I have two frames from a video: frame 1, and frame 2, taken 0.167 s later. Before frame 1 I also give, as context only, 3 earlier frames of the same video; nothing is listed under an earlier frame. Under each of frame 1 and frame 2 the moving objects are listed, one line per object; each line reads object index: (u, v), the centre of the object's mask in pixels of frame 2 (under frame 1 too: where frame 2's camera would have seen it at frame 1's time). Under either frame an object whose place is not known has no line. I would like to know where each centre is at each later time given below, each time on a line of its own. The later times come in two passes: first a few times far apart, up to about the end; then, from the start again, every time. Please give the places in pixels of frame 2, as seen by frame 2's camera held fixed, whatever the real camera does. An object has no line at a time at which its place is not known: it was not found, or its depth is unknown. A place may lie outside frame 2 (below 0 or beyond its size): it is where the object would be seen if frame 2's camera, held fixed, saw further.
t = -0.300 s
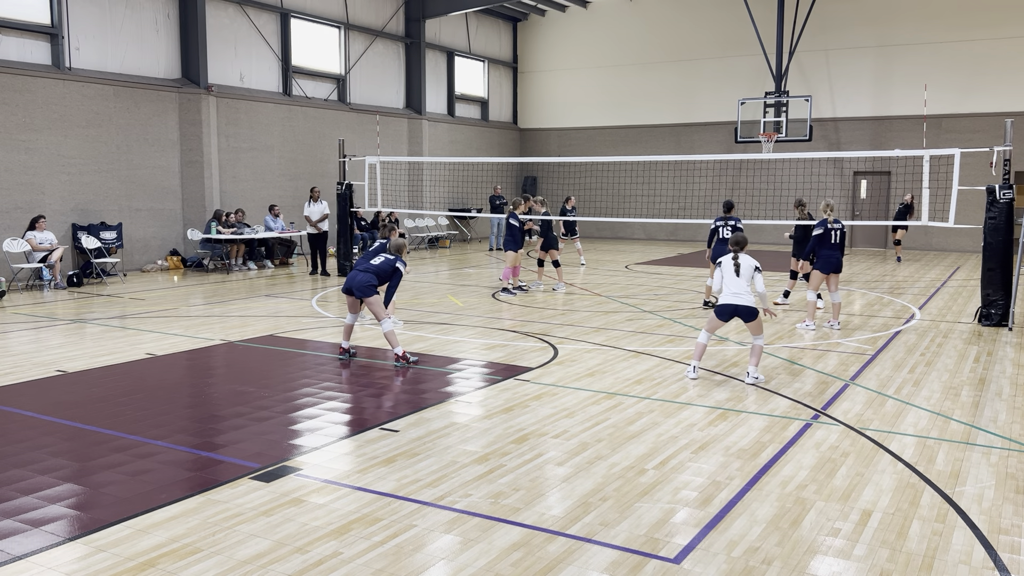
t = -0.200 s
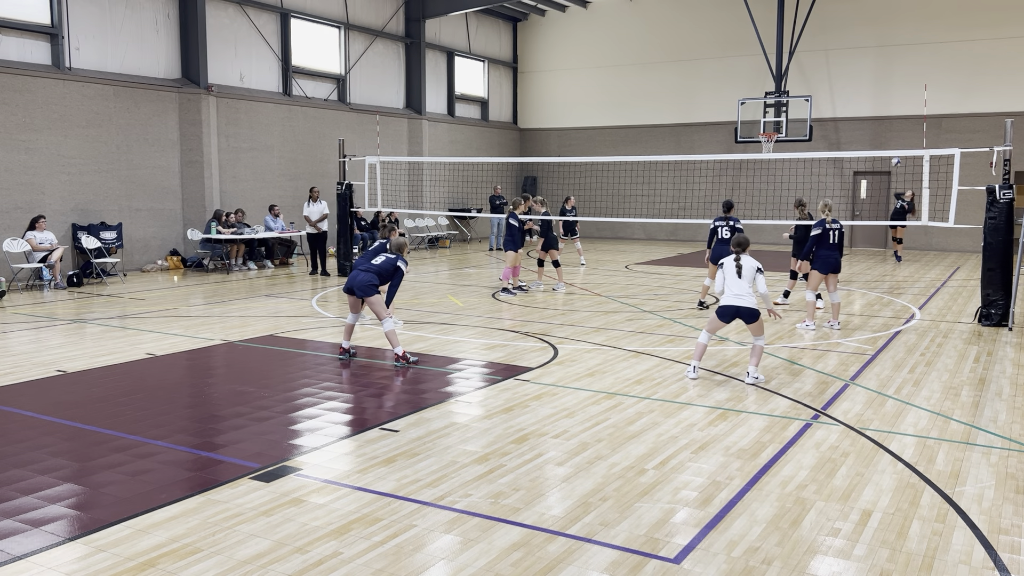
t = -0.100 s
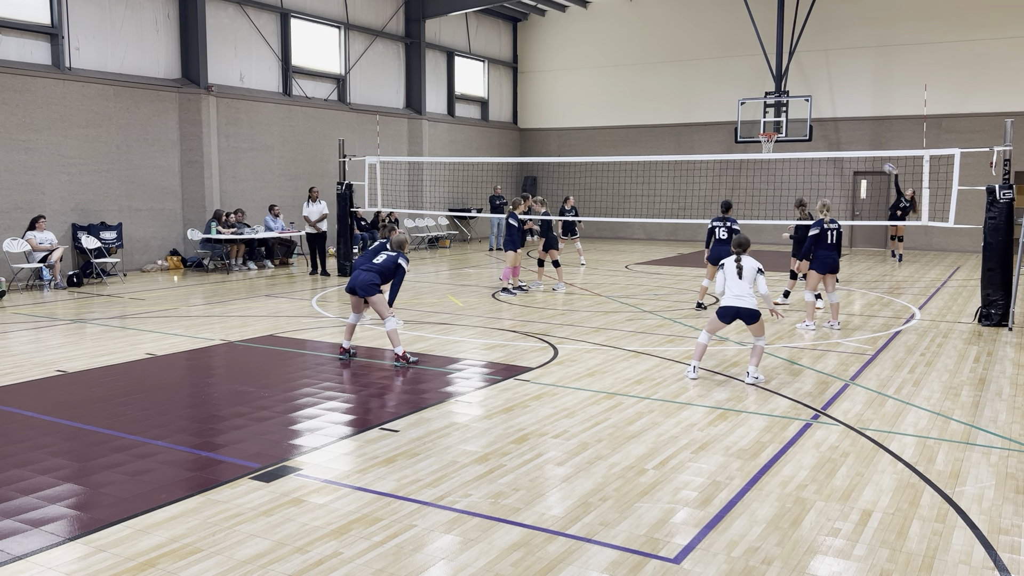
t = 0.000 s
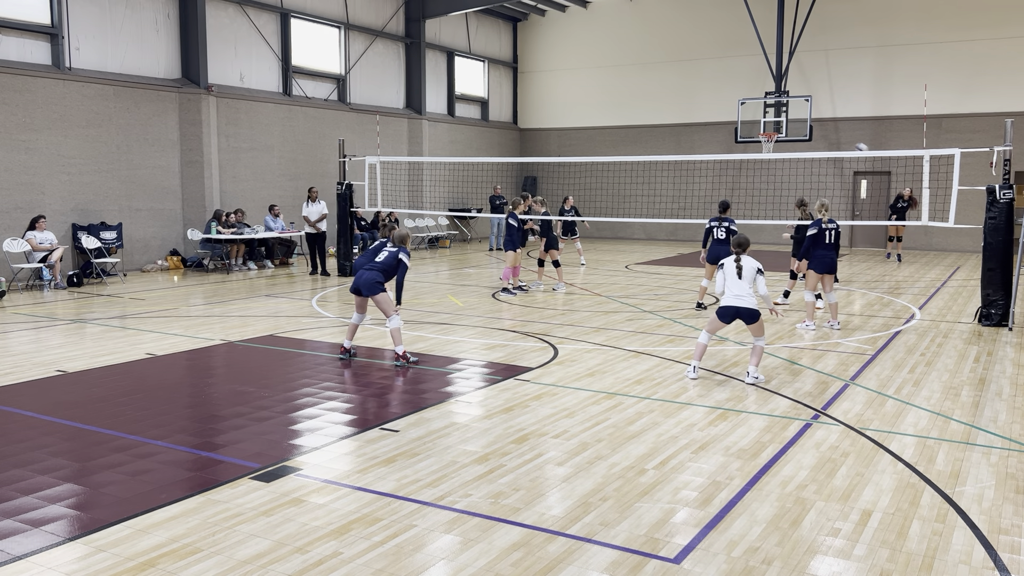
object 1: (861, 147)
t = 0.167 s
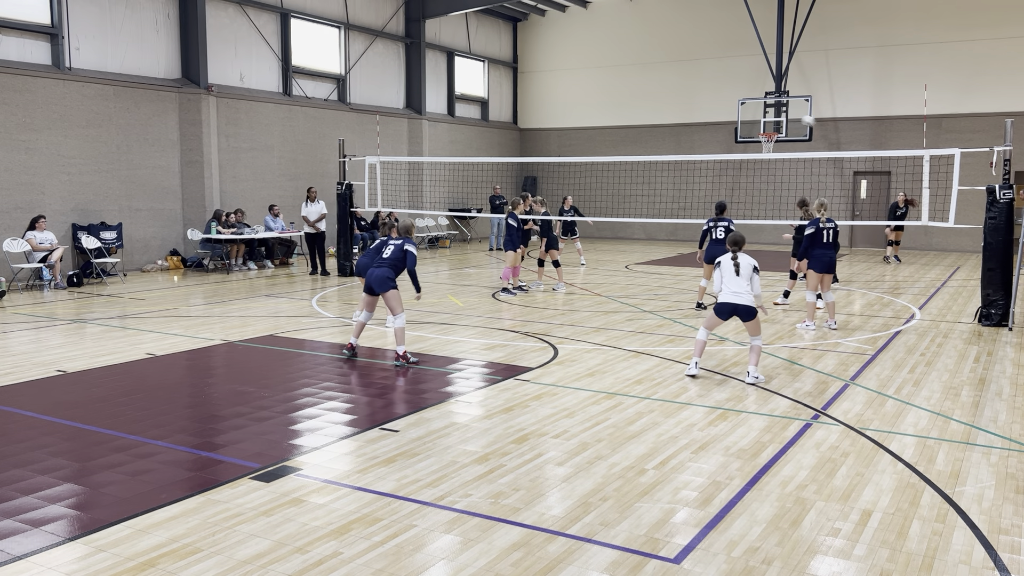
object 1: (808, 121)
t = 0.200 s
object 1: (796, 116)
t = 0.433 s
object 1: (704, 99)
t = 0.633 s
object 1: (611, 111)
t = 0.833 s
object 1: (502, 150)
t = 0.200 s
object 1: (796, 116)
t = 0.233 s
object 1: (784, 112)
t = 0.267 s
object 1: (771, 108)
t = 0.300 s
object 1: (758, 105)
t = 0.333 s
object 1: (746, 103)
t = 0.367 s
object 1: (732, 101)
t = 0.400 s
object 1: (718, 100)
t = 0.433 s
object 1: (704, 99)
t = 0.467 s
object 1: (690, 99)
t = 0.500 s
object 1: (675, 100)
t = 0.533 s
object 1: (659, 102)
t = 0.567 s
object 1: (645, 105)
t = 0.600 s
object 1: (628, 108)
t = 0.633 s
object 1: (611, 111)
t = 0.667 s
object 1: (594, 116)
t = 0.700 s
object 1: (578, 121)
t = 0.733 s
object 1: (559, 127)
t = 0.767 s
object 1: (541, 135)
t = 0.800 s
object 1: (521, 143)
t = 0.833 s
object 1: (502, 150)
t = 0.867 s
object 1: (482, 160)
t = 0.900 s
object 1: (462, 172)
